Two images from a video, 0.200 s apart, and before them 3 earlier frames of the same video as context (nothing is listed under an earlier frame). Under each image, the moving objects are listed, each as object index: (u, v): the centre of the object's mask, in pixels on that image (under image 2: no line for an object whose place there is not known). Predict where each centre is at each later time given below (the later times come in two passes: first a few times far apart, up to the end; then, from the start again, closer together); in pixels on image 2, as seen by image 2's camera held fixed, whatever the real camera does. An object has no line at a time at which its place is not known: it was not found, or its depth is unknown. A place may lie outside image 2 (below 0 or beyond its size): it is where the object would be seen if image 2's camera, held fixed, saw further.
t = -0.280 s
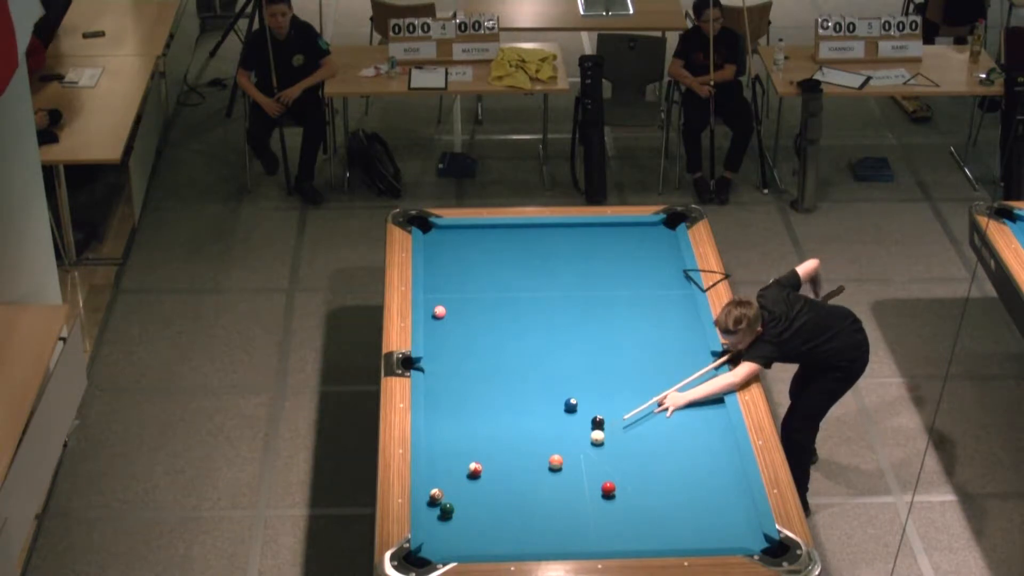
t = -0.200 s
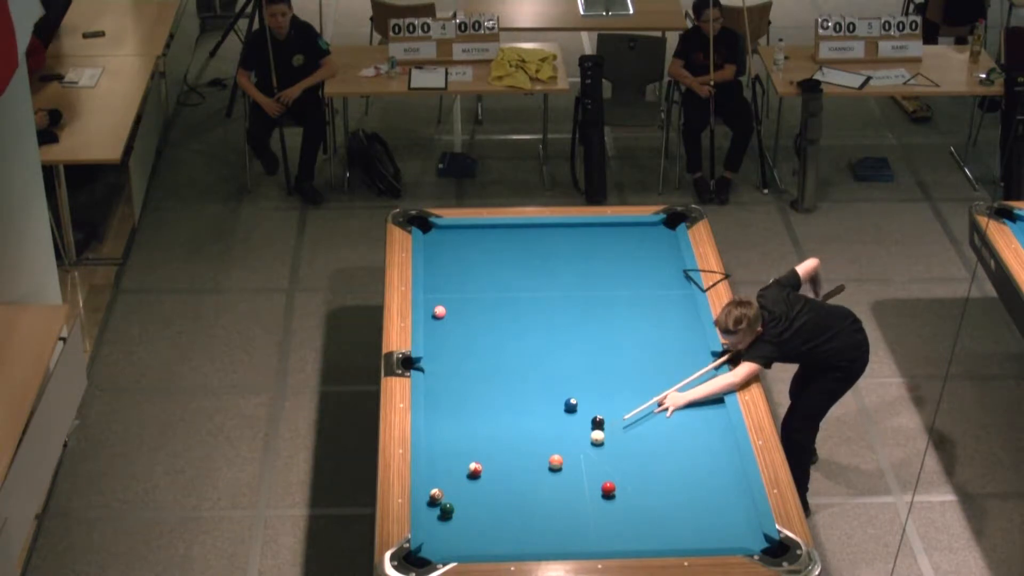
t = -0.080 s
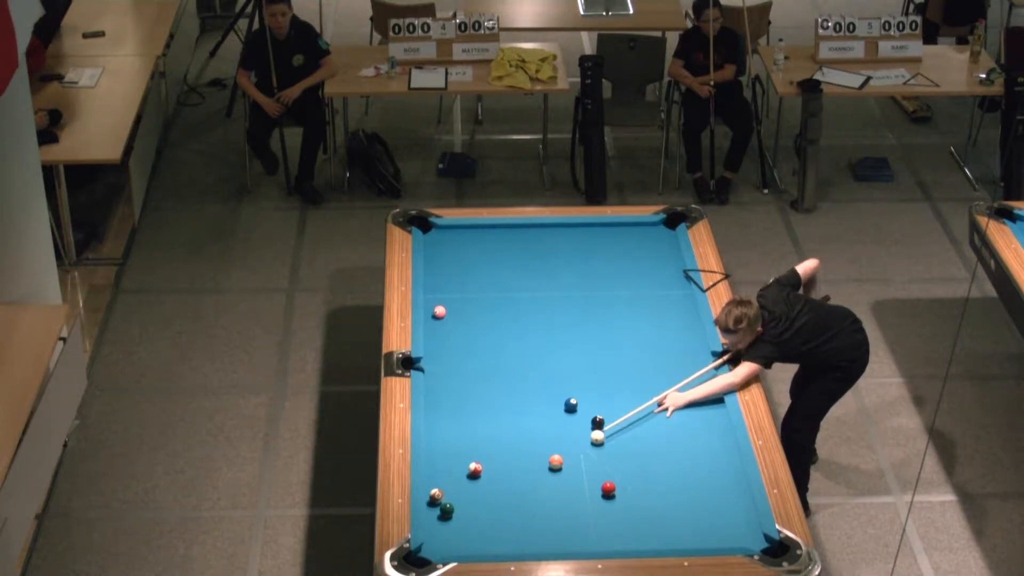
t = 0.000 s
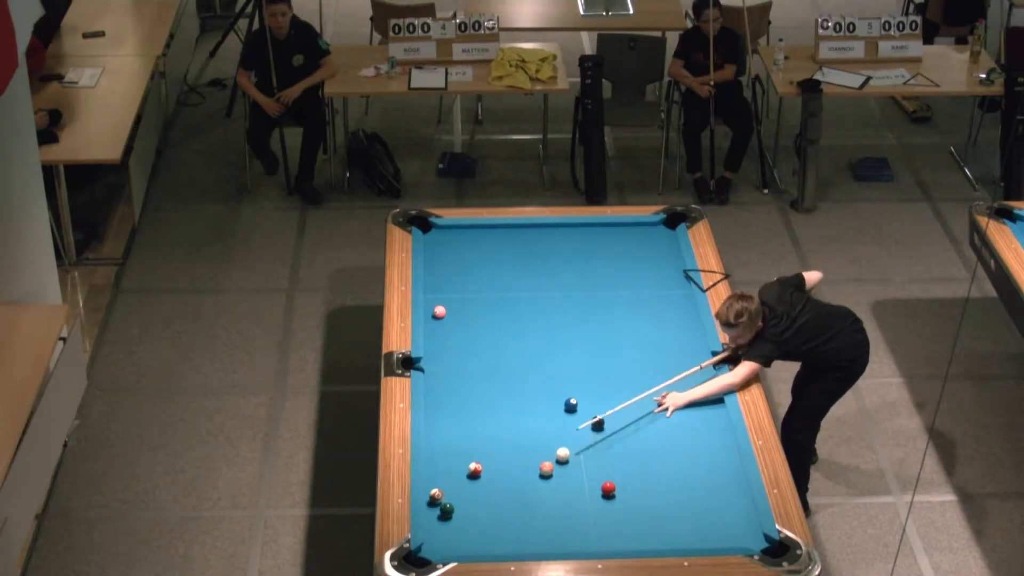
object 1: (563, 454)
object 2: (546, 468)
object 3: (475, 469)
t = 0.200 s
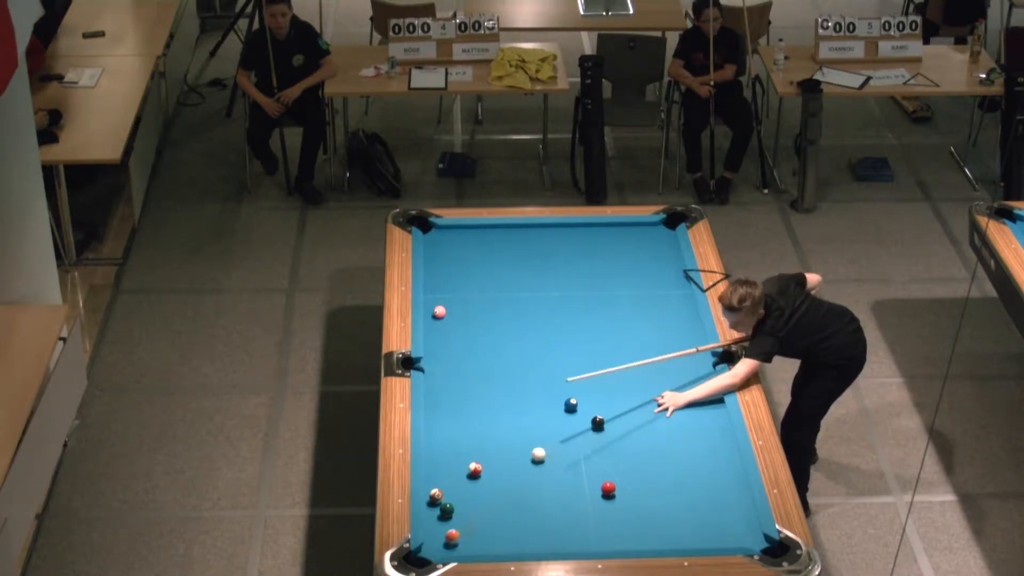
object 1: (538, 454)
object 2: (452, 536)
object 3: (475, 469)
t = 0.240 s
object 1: (532, 455)
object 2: (434, 549)
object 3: (475, 469)
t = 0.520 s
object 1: (488, 467)
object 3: (464, 471)
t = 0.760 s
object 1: (479, 472)
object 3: (432, 479)
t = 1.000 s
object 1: (470, 476)
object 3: (448, 482)
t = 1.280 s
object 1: (471, 477)
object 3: (456, 489)
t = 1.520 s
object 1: (474, 477)
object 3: (459, 496)
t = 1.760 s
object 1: (477, 477)
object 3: (461, 502)
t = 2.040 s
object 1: (478, 477)
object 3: (464, 508)
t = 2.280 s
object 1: (479, 478)
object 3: (465, 512)
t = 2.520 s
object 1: (479, 477)
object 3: (467, 517)
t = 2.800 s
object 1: (479, 478)
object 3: (468, 519)
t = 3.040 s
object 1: (479, 478)
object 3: (470, 522)
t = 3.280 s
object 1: (479, 478)
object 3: (470, 523)
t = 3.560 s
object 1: (479, 477)
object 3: (470, 524)
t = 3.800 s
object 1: (479, 478)
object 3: (470, 524)
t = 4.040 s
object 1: (479, 478)
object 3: (470, 524)
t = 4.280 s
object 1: (479, 478)
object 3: (470, 524)
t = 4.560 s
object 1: (479, 478)
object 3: (470, 524)
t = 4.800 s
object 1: (479, 478)
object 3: (470, 524)
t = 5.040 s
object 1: (479, 478)
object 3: (470, 524)
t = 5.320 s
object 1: (479, 478)
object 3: (470, 524)
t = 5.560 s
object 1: (479, 478)
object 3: (470, 524)
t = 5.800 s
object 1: (479, 478)
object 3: (470, 524)
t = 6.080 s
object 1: (479, 478)
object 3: (470, 524)
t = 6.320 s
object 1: (479, 478)
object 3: (470, 524)
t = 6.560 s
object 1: (479, 477)
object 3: (470, 524)
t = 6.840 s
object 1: (479, 478)
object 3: (470, 524)
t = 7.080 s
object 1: (479, 478)
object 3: (470, 524)
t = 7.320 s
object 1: (479, 478)
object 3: (470, 524)
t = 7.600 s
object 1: (479, 478)
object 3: (470, 524)
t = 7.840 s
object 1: (479, 478)
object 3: (470, 524)
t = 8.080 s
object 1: (479, 478)
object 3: (470, 524)
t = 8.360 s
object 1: (479, 478)
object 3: (470, 524)
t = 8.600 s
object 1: (479, 478)
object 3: (471, 524)
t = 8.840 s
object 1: (479, 478)
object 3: (471, 524)
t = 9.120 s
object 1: (479, 478)
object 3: (471, 524)
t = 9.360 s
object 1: (479, 478)
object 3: (470, 524)
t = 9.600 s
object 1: (479, 478)
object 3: (470, 524)
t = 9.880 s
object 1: (479, 478)
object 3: (470, 524)
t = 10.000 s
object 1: (479, 478)
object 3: (470, 524)
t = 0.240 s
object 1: (532, 455)
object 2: (434, 549)
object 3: (475, 469)
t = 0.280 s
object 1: (525, 457)
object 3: (475, 469)
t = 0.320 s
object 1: (518, 459)
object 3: (475, 469)
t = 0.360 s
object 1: (510, 461)
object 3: (475, 469)
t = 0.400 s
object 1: (502, 463)
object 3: (475, 469)
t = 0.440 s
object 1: (494, 465)
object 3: (475, 469)
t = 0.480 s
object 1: (489, 466)
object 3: (472, 469)
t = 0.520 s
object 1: (488, 467)
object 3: (464, 471)
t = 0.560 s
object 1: (487, 468)
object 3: (458, 473)
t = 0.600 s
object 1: (485, 468)
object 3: (452, 474)
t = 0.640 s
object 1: (484, 469)
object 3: (447, 474)
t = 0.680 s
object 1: (482, 470)
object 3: (442, 475)
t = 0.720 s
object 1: (481, 471)
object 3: (436, 478)
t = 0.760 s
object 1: (479, 472)
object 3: (432, 479)
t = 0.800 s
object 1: (478, 473)
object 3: (433, 480)
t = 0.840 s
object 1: (476, 473)
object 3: (437, 479)
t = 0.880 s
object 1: (475, 474)
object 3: (439, 480)
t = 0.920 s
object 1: (473, 475)
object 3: (442, 480)
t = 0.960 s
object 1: (472, 475)
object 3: (445, 481)
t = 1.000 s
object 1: (470, 476)
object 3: (448, 482)
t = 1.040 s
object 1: (469, 477)
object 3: (451, 483)
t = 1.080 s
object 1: (468, 477)
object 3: (454, 483)
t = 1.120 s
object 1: (468, 477)
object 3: (454, 485)
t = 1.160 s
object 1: (468, 477)
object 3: (455, 485)
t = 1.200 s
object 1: (469, 477)
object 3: (455, 487)
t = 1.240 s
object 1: (470, 477)
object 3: (456, 488)
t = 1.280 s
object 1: (471, 477)
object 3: (456, 489)
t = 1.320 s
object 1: (471, 477)
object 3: (457, 490)
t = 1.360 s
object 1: (472, 477)
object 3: (457, 492)
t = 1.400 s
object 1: (473, 477)
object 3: (458, 492)
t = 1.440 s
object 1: (473, 477)
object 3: (458, 494)
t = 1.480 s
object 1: (474, 477)
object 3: (459, 495)
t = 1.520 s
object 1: (474, 477)
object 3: (459, 496)
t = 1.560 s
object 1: (475, 477)
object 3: (460, 497)
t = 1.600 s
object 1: (475, 477)
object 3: (460, 498)
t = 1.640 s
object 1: (476, 477)
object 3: (460, 499)
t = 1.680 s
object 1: (476, 477)
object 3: (461, 500)
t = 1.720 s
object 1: (477, 477)
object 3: (461, 501)
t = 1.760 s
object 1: (477, 477)
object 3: (461, 502)
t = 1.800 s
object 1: (477, 477)
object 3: (462, 502)
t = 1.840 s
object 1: (478, 477)
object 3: (462, 503)
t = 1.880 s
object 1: (478, 477)
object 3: (463, 504)
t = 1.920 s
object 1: (478, 477)
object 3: (463, 504)
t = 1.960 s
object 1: (478, 477)
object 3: (463, 506)
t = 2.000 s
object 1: (478, 477)
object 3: (463, 507)
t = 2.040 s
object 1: (478, 477)
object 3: (464, 508)
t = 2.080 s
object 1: (478, 477)
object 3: (464, 509)
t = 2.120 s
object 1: (479, 477)
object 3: (464, 509)
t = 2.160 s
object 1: (479, 478)
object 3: (464, 511)
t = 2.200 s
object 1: (479, 477)
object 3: (465, 511)
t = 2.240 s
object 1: (479, 477)
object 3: (465, 512)
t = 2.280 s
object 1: (479, 478)
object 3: (465, 512)
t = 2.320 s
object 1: (479, 477)
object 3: (465, 513)
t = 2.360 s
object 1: (479, 477)
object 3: (466, 513)
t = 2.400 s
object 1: (479, 477)
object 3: (466, 514)
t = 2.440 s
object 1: (479, 478)
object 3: (466, 515)
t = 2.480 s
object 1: (479, 478)
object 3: (466, 516)
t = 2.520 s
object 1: (479, 477)
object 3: (467, 517)
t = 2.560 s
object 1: (479, 477)
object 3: (467, 517)
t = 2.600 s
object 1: (479, 477)
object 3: (467, 518)
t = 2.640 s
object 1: (479, 478)
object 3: (467, 518)
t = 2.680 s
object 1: (479, 478)
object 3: (468, 518)
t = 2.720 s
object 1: (479, 477)
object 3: (468, 518)
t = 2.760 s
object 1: (479, 478)
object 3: (468, 519)
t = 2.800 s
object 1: (479, 478)
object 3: (468, 519)
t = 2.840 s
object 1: (479, 478)
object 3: (469, 520)
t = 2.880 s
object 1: (479, 478)
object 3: (469, 520)
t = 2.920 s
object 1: (479, 478)
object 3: (469, 521)
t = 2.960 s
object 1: (479, 478)
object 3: (469, 521)
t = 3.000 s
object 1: (479, 478)
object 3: (469, 521)
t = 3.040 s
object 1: (479, 478)
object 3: (470, 522)
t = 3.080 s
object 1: (479, 478)
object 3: (470, 522)
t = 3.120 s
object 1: (479, 478)
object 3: (470, 522)
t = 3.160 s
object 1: (479, 478)
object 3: (470, 523)
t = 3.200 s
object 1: (479, 478)
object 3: (470, 523)
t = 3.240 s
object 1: (479, 478)
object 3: (470, 523)
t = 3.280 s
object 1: (479, 478)
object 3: (470, 523)
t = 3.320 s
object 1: (479, 478)
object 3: (470, 524)
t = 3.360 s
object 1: (479, 478)
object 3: (470, 524)
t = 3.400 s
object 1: (479, 478)
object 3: (470, 524)
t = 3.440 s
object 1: (479, 477)
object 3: (470, 524)
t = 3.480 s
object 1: (479, 478)
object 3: (470, 524)
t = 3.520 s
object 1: (479, 478)
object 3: (470, 524)
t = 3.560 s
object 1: (479, 477)
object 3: (470, 524)
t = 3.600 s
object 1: (479, 478)
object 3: (470, 524)
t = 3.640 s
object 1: (479, 478)
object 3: (470, 524)
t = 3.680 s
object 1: (479, 478)
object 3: (470, 524)
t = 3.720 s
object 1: (479, 478)
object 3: (470, 524)
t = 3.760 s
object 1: (479, 478)
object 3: (470, 524)
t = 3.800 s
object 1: (479, 478)
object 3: (470, 524)
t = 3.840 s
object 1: (479, 477)
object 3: (470, 524)
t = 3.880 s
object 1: (479, 478)
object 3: (470, 524)
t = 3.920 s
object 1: (479, 478)
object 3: (470, 524)
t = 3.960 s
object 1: (479, 478)
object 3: (470, 524)
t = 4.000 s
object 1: (479, 477)
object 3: (470, 524)
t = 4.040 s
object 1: (479, 478)
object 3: (470, 524)
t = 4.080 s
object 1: (479, 478)
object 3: (470, 524)
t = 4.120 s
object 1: (479, 478)
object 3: (470, 524)
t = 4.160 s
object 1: (479, 478)
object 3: (470, 524)
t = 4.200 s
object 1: (479, 478)
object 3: (470, 524)
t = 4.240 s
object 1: (479, 478)
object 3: (470, 524)
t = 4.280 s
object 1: (479, 478)
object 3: (470, 524)
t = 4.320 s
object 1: (479, 478)
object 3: (470, 524)
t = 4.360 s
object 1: (479, 478)
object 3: (470, 524)
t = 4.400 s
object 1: (479, 478)
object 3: (470, 524)
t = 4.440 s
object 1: (479, 478)
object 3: (470, 524)
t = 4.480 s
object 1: (479, 478)
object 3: (470, 524)
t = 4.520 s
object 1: (479, 478)
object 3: (470, 524)
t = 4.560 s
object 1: (479, 478)
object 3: (470, 524)
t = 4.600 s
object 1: (479, 478)
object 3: (470, 524)
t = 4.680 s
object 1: (479, 478)
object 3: (470, 524)
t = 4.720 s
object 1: (479, 478)
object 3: (470, 524)
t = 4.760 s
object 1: (479, 478)
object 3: (470, 524)
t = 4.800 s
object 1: (479, 478)
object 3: (470, 524)
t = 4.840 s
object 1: (479, 478)
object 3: (470, 524)
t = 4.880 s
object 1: (479, 478)
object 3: (470, 524)
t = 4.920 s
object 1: (479, 478)
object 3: (470, 524)
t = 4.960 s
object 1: (479, 478)
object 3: (470, 524)
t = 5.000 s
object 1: (479, 478)
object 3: (470, 524)
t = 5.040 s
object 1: (479, 478)
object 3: (470, 524)
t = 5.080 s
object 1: (479, 477)
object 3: (470, 524)
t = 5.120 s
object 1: (479, 478)
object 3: (470, 524)
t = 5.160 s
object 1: (479, 478)
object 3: (470, 524)
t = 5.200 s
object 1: (479, 478)
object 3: (470, 524)
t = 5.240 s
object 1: (479, 478)
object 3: (470, 524)
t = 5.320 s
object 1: (479, 478)
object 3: (470, 524)
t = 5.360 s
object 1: (479, 478)
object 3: (470, 524)
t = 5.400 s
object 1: (479, 478)
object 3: (470, 524)
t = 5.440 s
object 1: (479, 478)
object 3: (470, 524)
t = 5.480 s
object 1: (479, 478)
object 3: (470, 524)
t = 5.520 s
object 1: (479, 478)
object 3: (470, 524)
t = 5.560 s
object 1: (479, 478)
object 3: (470, 524)
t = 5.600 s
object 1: (479, 478)
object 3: (470, 524)
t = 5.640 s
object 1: (479, 478)
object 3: (470, 524)
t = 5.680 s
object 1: (479, 478)
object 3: (470, 524)
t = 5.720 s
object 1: (479, 478)
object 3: (470, 524)
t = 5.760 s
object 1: (479, 477)
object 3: (470, 524)
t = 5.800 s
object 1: (479, 478)
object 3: (470, 524)
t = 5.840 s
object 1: (479, 478)
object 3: (470, 524)
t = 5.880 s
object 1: (479, 478)
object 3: (470, 524)
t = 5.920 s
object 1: (479, 478)
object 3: (470, 524)
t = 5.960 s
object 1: (479, 477)
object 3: (470, 524)
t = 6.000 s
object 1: (479, 478)
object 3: (470, 524)
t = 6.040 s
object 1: (479, 477)
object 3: (470, 524)
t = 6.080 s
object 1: (479, 478)
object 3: (470, 524)
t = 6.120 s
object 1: (479, 477)
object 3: (470, 524)
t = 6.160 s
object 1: (479, 478)
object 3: (470, 524)
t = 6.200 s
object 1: (479, 478)
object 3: (470, 524)
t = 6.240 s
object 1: (479, 477)
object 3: (470, 524)
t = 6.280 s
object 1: (479, 477)
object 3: (470, 524)
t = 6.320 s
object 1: (479, 478)
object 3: (470, 524)
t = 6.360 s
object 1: (479, 478)
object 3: (470, 524)
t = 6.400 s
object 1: (479, 477)
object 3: (470, 524)
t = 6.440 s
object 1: (479, 478)
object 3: (470, 524)
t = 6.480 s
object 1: (479, 478)
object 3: (470, 524)
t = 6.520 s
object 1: (479, 478)
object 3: (470, 524)
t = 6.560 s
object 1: (479, 477)
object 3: (470, 524)
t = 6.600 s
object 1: (479, 478)
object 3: (470, 524)
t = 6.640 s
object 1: (479, 478)
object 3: (470, 524)
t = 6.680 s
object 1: (479, 478)
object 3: (470, 524)
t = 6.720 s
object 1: (479, 478)
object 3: (470, 524)
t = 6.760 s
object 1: (479, 478)
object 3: (470, 524)
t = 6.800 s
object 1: (479, 478)
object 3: (470, 524)
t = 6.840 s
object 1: (479, 478)
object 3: (470, 524)
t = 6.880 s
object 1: (479, 478)
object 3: (470, 524)
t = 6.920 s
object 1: (479, 478)
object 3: (470, 524)
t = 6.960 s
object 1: (479, 478)
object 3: (470, 524)
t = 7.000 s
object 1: (479, 478)
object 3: (470, 524)
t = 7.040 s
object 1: (479, 478)
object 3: (470, 524)
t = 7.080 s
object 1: (479, 478)
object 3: (470, 524)
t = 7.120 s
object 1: (479, 478)
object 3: (470, 524)
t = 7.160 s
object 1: (479, 478)
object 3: (470, 524)
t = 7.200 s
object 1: (479, 478)
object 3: (470, 524)
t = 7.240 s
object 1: (479, 478)
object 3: (470, 524)
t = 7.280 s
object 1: (479, 478)
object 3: (470, 524)
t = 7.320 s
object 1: (479, 478)
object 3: (470, 524)
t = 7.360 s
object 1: (479, 478)
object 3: (470, 524)
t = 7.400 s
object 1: (479, 478)
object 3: (470, 524)
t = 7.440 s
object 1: (479, 478)
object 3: (470, 524)
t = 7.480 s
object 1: (479, 478)
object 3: (470, 524)
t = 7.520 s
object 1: (479, 478)
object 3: (470, 524)
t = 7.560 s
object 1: (479, 478)
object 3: (470, 524)
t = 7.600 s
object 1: (479, 478)
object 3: (470, 524)
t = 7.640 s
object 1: (479, 478)
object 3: (470, 524)
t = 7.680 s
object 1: (479, 478)
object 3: (470, 524)
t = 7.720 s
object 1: (479, 478)
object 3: (470, 524)
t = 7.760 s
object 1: (479, 478)
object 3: (470, 524)
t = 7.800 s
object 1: (479, 478)
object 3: (470, 524)
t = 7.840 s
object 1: (479, 478)
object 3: (470, 524)
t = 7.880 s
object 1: (479, 478)
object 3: (470, 524)
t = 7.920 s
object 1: (479, 478)
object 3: (470, 524)
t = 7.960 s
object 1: (479, 478)
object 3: (470, 524)
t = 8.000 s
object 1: (479, 478)
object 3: (470, 524)
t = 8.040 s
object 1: (479, 478)
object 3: (470, 524)
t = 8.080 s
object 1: (479, 478)
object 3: (470, 524)
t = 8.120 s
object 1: (479, 478)
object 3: (470, 524)
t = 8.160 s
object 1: (479, 478)
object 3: (470, 524)
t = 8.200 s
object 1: (479, 478)
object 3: (470, 524)
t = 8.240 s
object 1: (479, 478)
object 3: (470, 524)
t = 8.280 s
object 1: (479, 478)
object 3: (470, 524)
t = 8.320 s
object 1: (479, 478)
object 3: (470, 524)
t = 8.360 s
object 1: (479, 478)
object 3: (470, 524)
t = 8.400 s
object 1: (479, 478)
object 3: (470, 524)
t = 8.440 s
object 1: (479, 478)
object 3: (470, 524)
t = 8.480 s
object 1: (479, 478)
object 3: (470, 524)
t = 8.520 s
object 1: (479, 478)
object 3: (471, 524)
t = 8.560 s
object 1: (479, 478)
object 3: (471, 524)
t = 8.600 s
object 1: (479, 478)
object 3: (471, 524)
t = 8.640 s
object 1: (479, 478)
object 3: (471, 524)
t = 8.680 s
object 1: (479, 478)
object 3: (471, 524)
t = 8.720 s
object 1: (479, 478)
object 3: (471, 524)
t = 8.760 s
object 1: (479, 478)
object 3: (470, 524)
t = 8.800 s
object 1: (479, 478)
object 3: (471, 524)
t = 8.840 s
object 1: (479, 478)
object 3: (471, 524)
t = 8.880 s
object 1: (479, 478)
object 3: (471, 524)
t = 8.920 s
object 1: (479, 478)
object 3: (471, 524)
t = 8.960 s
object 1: (479, 478)
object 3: (471, 524)
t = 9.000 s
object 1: (479, 478)
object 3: (470, 524)
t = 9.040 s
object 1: (479, 478)
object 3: (471, 524)
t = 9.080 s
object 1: (479, 478)
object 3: (471, 524)
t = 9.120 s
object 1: (479, 478)
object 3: (471, 524)
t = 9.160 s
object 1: (479, 478)
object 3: (470, 524)
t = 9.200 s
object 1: (479, 478)
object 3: (470, 524)
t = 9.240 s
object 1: (479, 478)
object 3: (470, 524)
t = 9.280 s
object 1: (479, 478)
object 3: (471, 524)
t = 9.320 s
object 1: (479, 478)
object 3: (470, 524)
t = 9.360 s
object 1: (479, 478)
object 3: (470, 524)
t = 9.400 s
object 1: (479, 478)
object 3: (470, 524)
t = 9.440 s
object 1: (479, 478)
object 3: (470, 524)
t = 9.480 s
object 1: (479, 478)
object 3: (470, 524)
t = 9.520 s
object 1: (479, 478)
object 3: (470, 524)
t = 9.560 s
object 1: (479, 478)
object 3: (470, 524)
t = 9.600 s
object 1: (479, 478)
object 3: (470, 524)
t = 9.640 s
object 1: (479, 478)
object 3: (470, 524)
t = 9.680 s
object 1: (479, 478)
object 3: (470, 524)
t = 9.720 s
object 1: (479, 478)
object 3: (470, 524)
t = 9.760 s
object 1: (479, 478)
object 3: (470, 524)
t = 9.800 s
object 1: (479, 478)
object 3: (470, 524)
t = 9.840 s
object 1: (479, 478)
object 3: (470, 524)
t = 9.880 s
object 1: (479, 478)
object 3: (470, 524)
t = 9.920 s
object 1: (479, 478)
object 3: (470, 524)
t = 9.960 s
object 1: (479, 478)
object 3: (470, 524)
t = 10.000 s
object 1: (479, 478)
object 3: (470, 524)
